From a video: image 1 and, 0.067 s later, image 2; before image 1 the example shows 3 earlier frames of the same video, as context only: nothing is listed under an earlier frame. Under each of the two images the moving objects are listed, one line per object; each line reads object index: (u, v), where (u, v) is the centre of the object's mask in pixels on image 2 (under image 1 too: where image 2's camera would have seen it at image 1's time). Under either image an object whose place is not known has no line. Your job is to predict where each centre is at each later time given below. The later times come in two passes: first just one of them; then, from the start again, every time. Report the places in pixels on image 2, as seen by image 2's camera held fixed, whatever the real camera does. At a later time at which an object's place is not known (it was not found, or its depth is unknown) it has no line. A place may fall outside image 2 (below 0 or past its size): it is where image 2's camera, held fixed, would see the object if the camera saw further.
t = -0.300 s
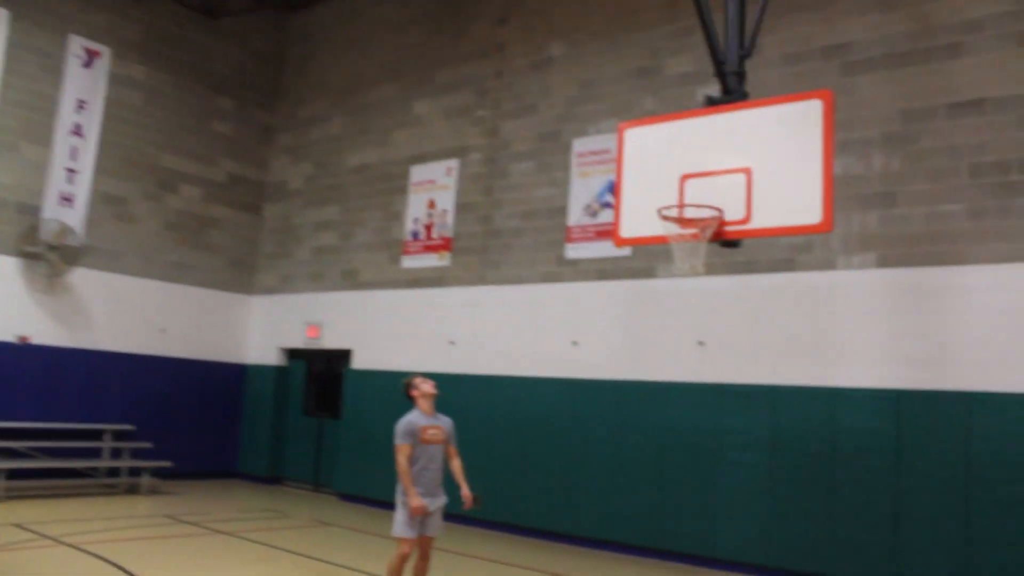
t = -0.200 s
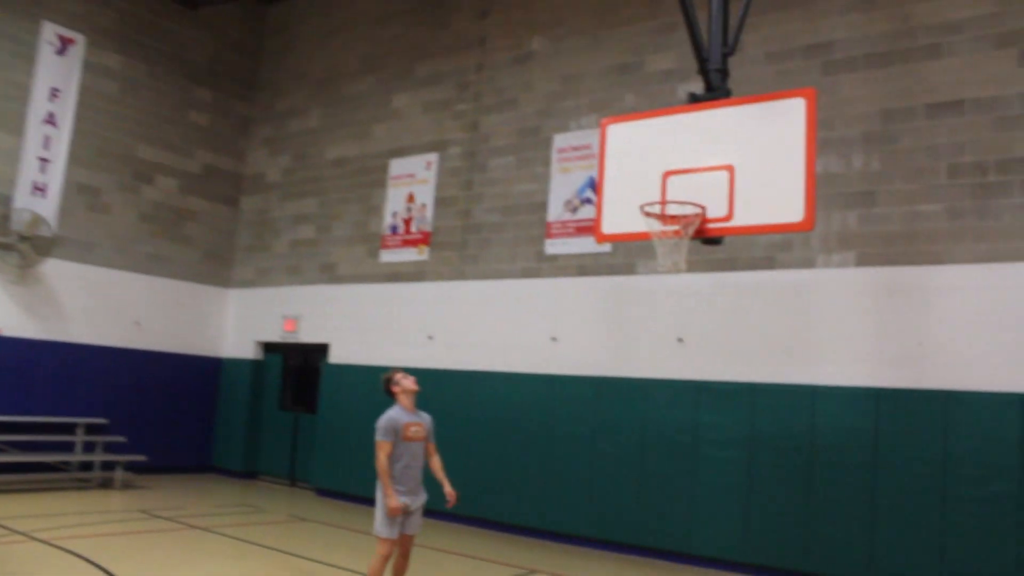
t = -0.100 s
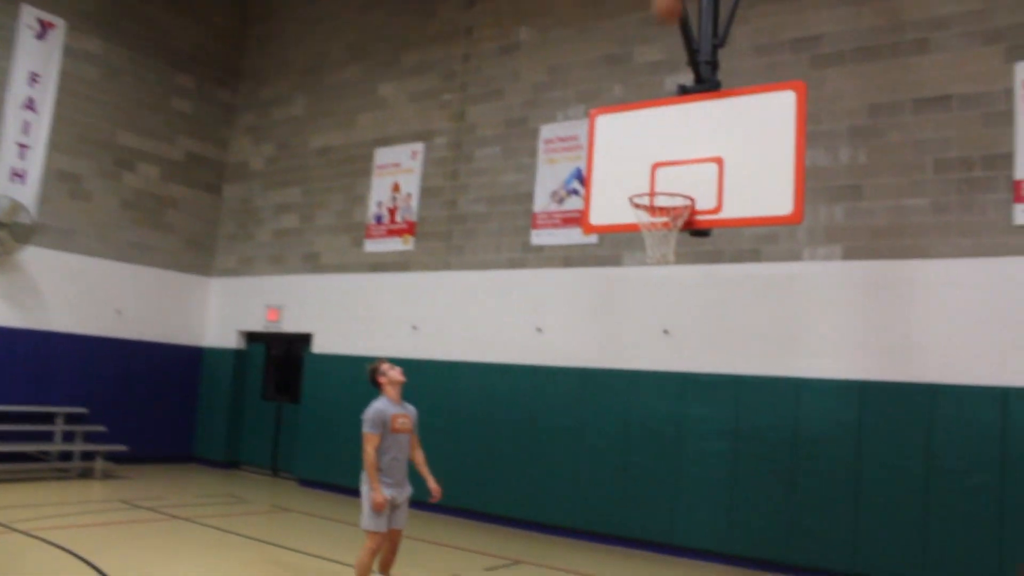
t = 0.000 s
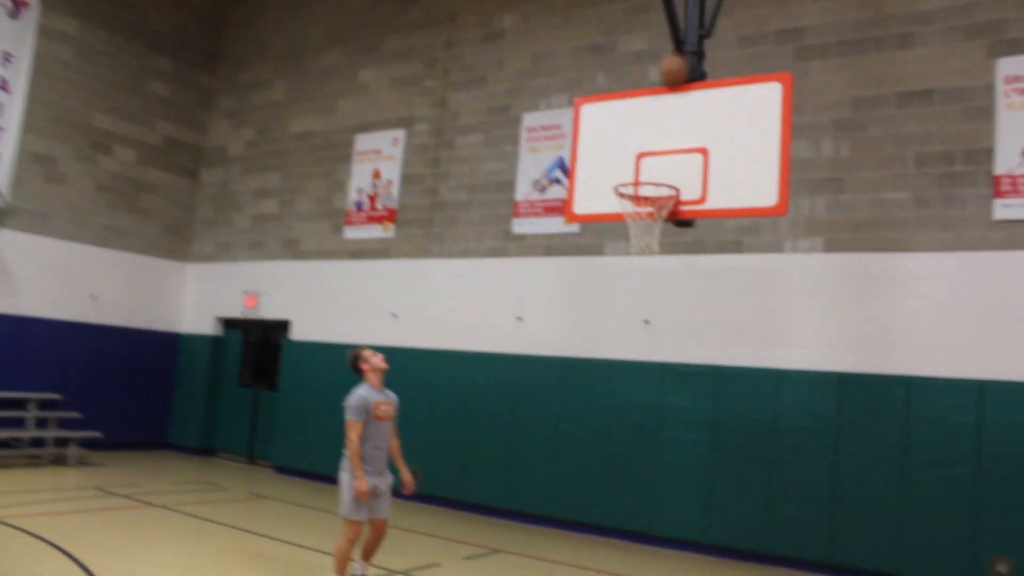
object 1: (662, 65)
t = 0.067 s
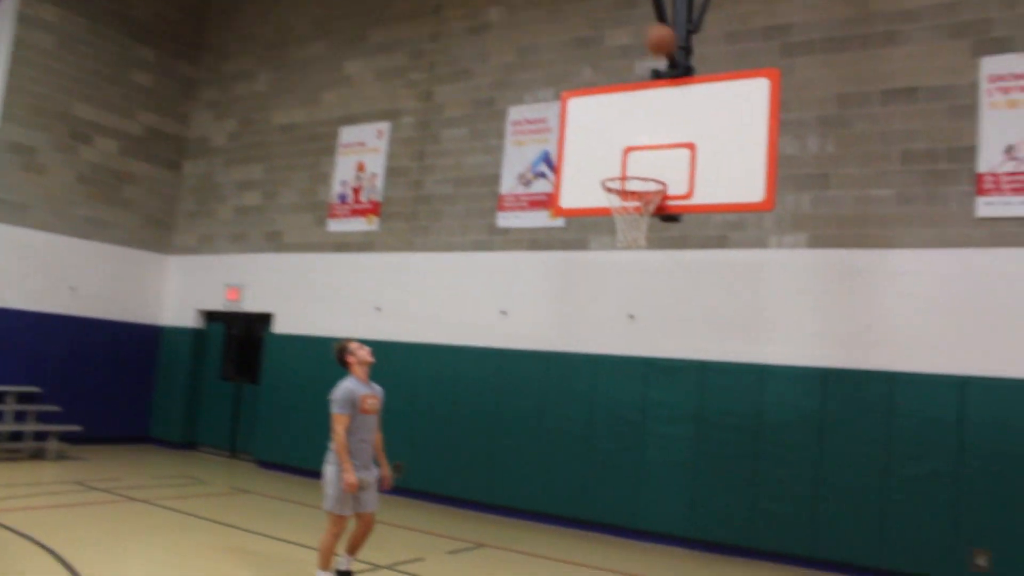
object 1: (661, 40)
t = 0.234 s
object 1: (643, 25)
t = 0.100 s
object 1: (658, 34)
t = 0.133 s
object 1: (654, 29)
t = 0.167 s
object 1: (651, 24)
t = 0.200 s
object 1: (646, 23)
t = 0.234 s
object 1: (643, 25)
